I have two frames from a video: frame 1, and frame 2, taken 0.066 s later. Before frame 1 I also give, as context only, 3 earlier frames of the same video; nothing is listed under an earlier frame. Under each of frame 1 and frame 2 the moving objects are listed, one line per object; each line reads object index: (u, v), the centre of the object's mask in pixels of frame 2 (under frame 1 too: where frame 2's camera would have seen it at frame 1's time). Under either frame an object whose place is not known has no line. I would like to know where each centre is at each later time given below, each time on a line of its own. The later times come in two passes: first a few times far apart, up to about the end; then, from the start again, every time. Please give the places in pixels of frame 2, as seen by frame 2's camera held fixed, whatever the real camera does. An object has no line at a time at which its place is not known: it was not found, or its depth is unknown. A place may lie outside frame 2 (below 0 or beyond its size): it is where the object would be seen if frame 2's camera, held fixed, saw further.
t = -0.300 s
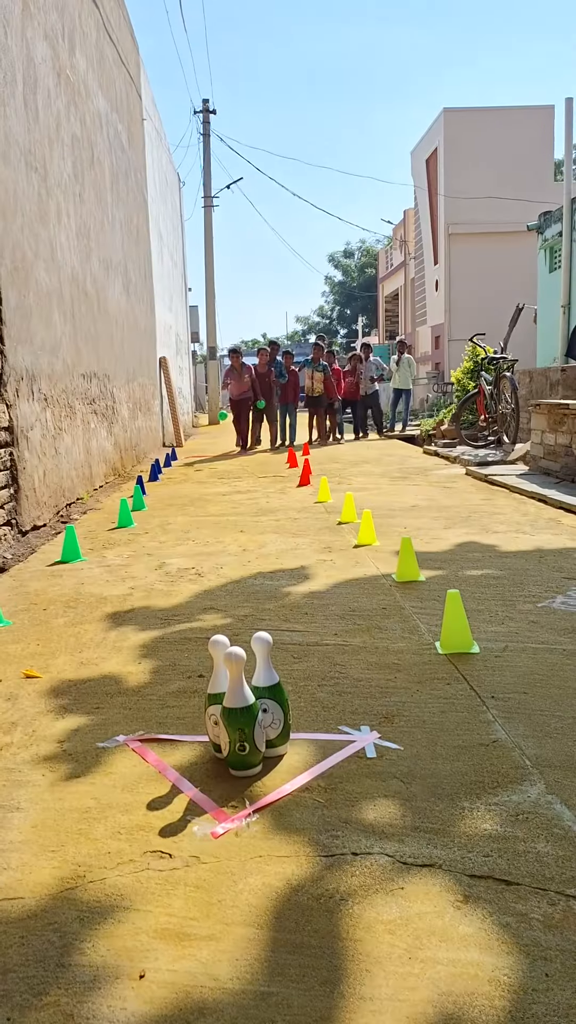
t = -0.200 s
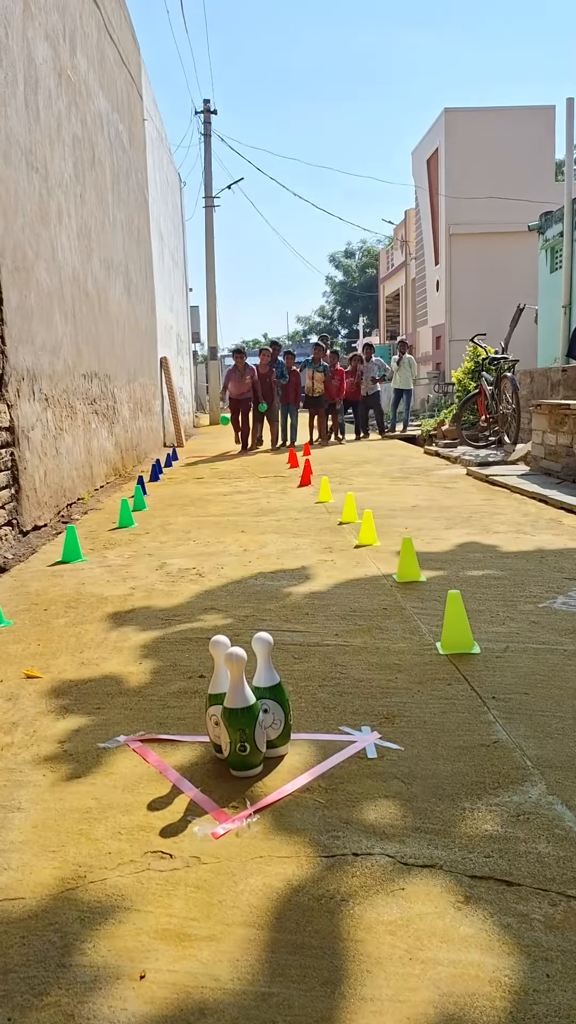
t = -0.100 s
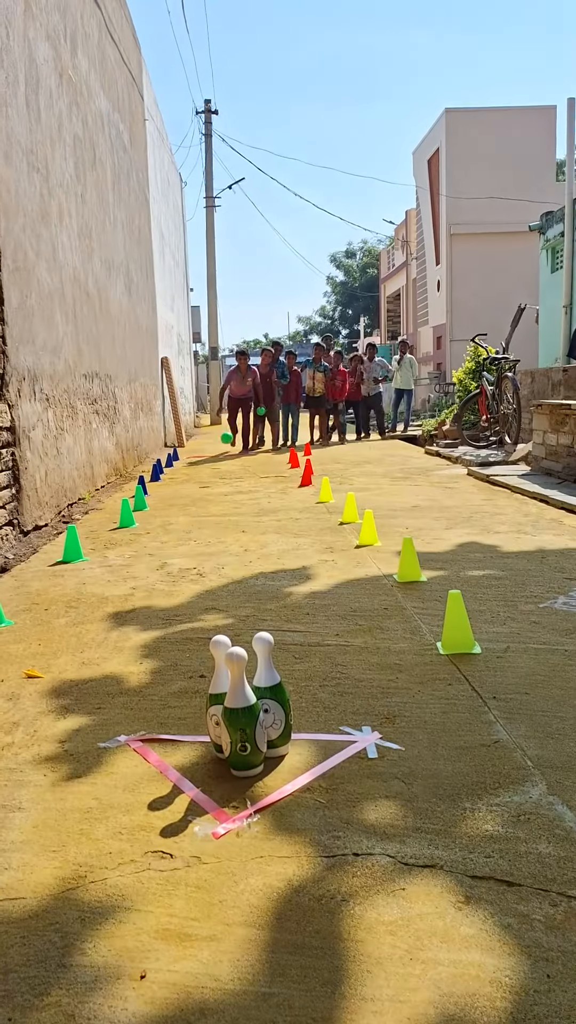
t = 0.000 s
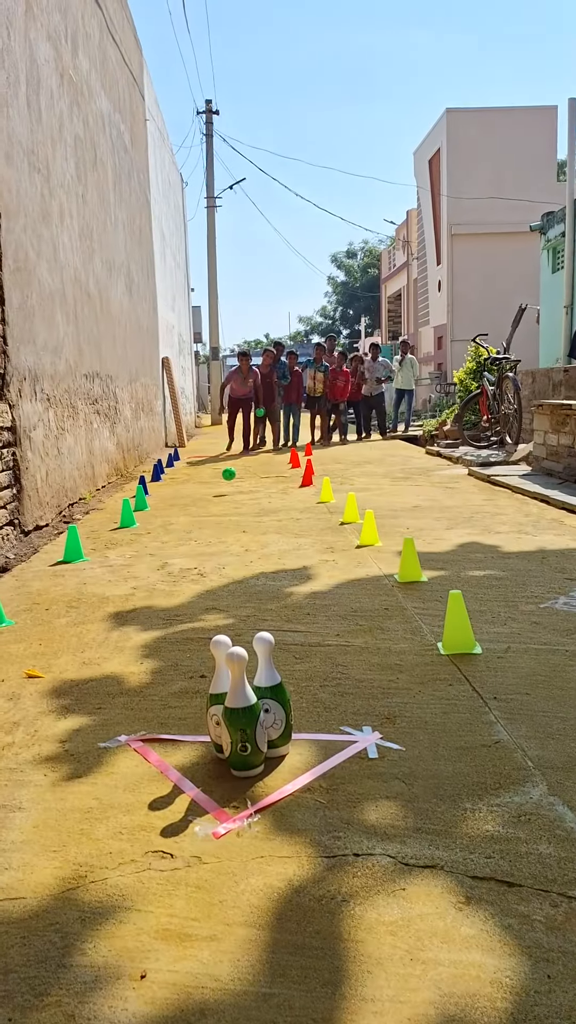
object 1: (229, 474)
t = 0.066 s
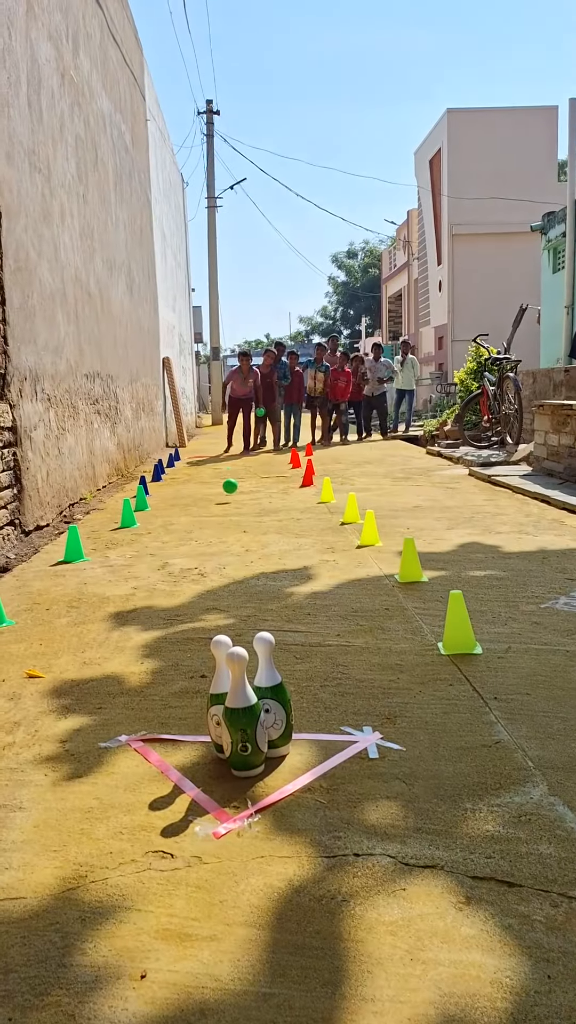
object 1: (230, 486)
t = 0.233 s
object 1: (230, 482)
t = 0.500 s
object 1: (219, 575)
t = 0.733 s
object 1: (181, 683)
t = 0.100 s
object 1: (230, 482)
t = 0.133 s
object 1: (230, 479)
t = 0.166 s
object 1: (230, 478)
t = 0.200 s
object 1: (230, 479)
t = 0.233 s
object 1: (230, 482)
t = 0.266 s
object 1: (229, 487)
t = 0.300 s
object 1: (229, 495)
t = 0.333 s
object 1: (228, 506)
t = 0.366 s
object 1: (228, 520)
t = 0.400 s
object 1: (226, 540)
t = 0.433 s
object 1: (225, 564)
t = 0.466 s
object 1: (222, 567)
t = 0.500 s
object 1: (219, 575)
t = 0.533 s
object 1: (215, 588)
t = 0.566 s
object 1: (211, 603)
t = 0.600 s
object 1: (204, 627)
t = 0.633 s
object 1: (197, 654)
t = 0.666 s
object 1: (193, 656)
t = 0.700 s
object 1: (188, 667)
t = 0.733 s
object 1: (181, 683)
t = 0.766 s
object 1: (172, 712)
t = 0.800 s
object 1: (163, 749)
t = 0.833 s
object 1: (151, 806)
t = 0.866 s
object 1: (138, 882)
